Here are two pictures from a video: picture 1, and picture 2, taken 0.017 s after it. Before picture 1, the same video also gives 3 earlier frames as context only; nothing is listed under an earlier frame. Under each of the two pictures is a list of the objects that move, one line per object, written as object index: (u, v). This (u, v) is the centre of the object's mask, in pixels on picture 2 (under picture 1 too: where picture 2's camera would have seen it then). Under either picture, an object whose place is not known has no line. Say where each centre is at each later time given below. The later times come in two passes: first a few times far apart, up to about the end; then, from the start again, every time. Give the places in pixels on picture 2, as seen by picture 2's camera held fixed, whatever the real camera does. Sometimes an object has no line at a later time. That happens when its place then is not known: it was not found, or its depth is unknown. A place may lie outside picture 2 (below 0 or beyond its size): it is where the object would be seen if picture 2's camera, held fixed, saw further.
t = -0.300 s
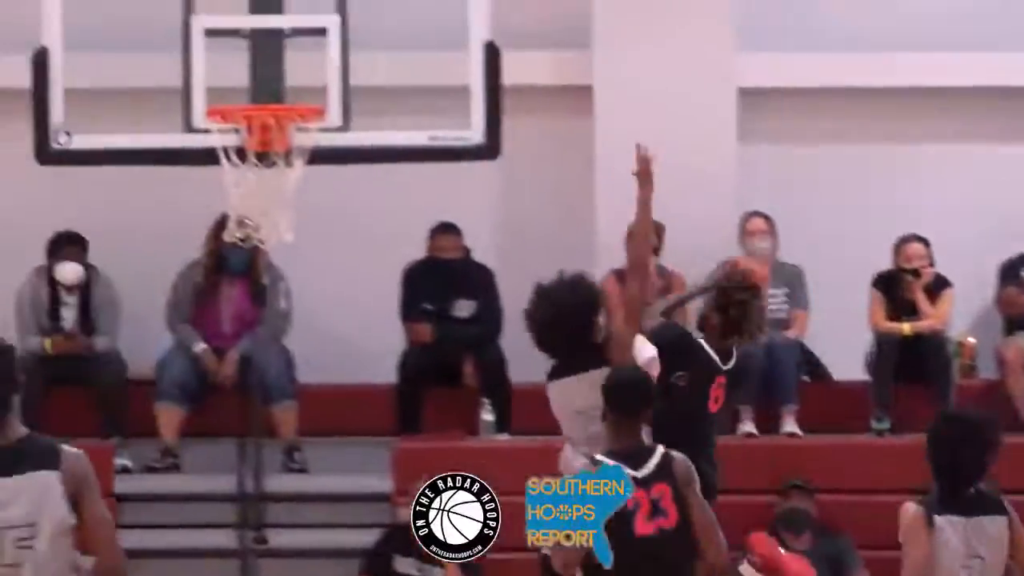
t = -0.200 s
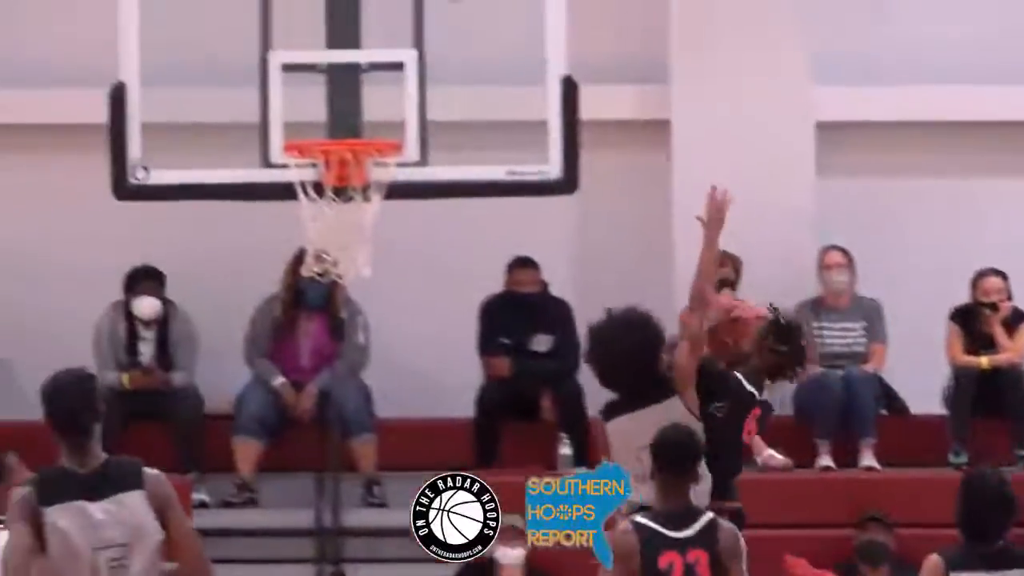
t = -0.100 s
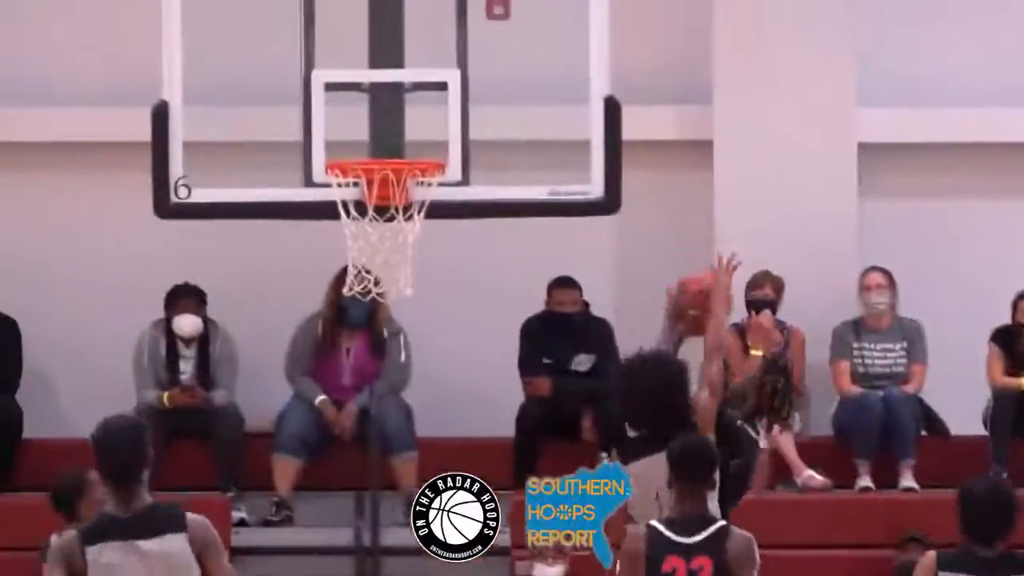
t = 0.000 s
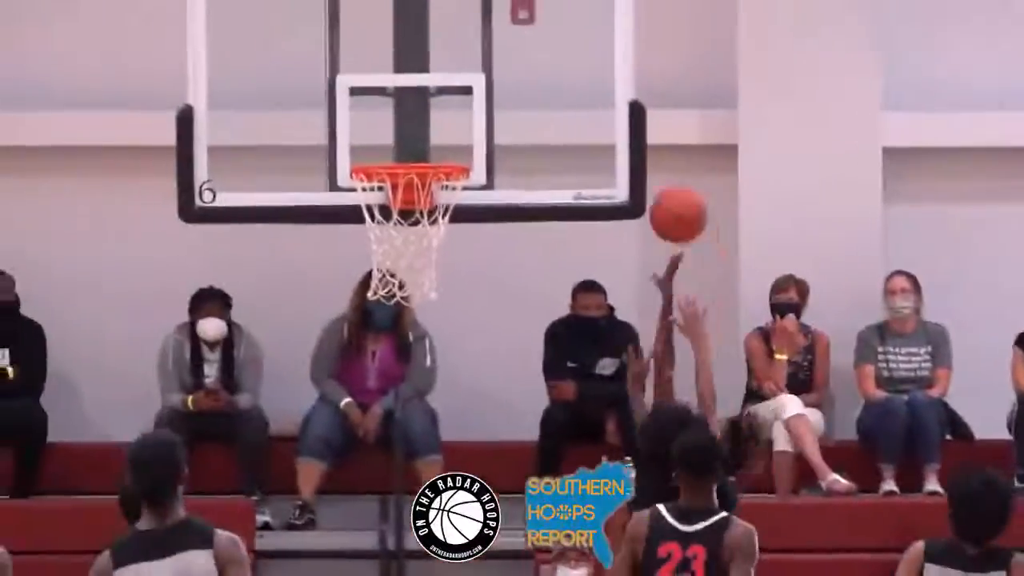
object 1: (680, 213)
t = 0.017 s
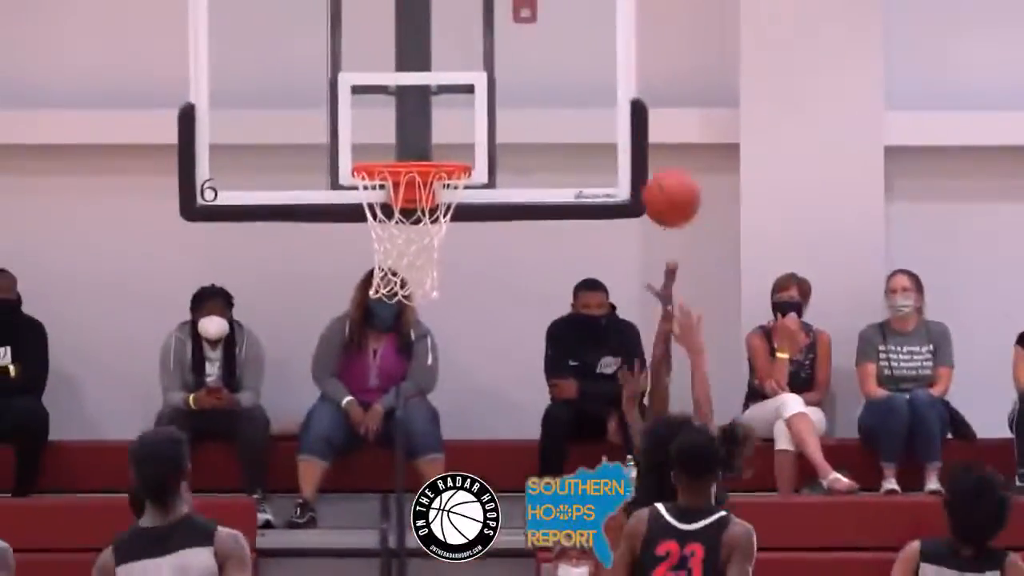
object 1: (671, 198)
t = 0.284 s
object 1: (528, 54)
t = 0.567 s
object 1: (422, 80)
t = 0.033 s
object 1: (662, 186)
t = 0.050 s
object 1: (653, 171)
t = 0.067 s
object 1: (644, 159)
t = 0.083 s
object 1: (634, 146)
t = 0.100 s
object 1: (625, 135)
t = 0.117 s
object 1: (618, 125)
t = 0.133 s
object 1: (608, 115)
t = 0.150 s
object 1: (598, 106)
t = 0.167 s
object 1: (590, 97)
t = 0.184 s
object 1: (581, 88)
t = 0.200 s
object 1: (571, 81)
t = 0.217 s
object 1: (562, 74)
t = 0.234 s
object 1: (553, 68)
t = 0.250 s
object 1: (545, 62)
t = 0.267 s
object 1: (536, 58)
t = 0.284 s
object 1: (528, 54)
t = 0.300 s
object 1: (519, 50)
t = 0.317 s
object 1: (511, 49)
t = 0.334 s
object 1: (503, 46)
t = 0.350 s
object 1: (497, 44)
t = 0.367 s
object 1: (492, 42)
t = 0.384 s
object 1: (486, 42)
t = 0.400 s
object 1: (481, 42)
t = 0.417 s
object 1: (475, 42)
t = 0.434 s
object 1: (469, 44)
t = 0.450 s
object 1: (464, 47)
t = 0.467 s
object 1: (458, 49)
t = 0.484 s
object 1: (451, 52)
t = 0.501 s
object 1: (446, 56)
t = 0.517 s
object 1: (440, 61)
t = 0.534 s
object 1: (434, 66)
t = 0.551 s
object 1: (428, 73)
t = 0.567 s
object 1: (422, 80)
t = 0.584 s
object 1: (416, 86)
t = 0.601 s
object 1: (409, 94)
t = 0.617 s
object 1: (403, 104)
